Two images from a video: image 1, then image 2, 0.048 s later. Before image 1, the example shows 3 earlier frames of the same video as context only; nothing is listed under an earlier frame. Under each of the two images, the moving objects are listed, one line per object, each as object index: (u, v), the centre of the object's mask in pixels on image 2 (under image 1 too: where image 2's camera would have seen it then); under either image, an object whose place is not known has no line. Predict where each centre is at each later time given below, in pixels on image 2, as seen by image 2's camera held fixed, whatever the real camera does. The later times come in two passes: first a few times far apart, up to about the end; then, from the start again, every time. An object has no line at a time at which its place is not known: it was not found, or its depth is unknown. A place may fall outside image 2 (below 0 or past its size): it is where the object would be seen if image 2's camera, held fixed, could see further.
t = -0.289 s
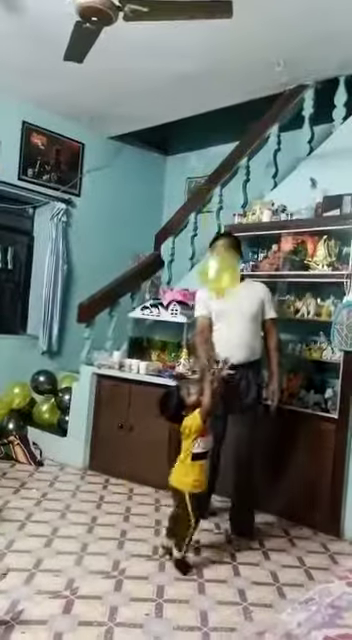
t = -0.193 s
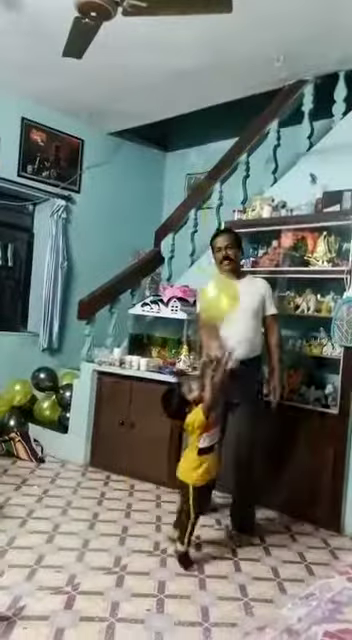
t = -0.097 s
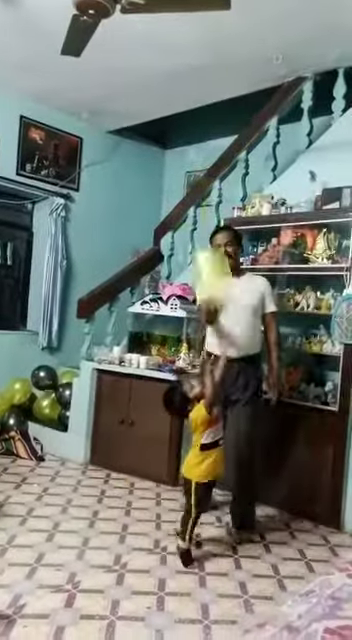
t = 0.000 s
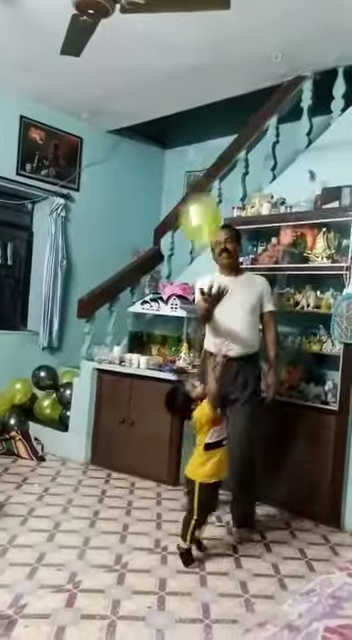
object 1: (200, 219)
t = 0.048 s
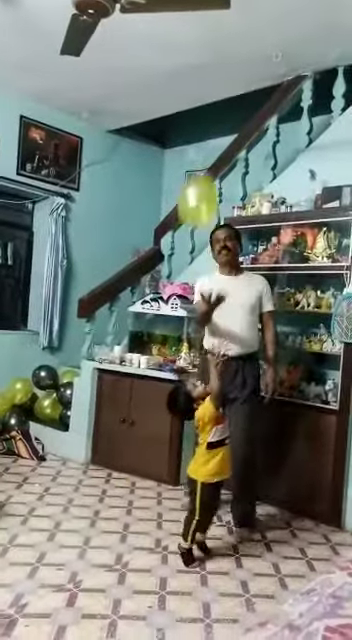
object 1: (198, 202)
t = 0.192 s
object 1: (194, 165)
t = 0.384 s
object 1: (189, 147)
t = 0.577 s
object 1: (184, 150)
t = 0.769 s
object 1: (179, 161)
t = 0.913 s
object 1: (178, 180)
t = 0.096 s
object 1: (197, 187)
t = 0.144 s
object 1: (196, 178)
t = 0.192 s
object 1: (194, 165)
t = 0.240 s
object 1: (192, 156)
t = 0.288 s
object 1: (191, 152)
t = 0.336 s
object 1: (191, 148)
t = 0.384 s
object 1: (189, 147)
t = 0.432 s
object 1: (188, 147)
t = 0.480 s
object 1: (187, 147)
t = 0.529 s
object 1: (186, 148)
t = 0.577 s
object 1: (184, 150)
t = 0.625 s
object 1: (183, 152)
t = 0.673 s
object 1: (182, 155)
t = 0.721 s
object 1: (180, 158)
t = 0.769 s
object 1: (179, 161)
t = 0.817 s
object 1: (180, 164)
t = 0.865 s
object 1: (180, 169)
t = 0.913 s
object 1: (178, 180)
